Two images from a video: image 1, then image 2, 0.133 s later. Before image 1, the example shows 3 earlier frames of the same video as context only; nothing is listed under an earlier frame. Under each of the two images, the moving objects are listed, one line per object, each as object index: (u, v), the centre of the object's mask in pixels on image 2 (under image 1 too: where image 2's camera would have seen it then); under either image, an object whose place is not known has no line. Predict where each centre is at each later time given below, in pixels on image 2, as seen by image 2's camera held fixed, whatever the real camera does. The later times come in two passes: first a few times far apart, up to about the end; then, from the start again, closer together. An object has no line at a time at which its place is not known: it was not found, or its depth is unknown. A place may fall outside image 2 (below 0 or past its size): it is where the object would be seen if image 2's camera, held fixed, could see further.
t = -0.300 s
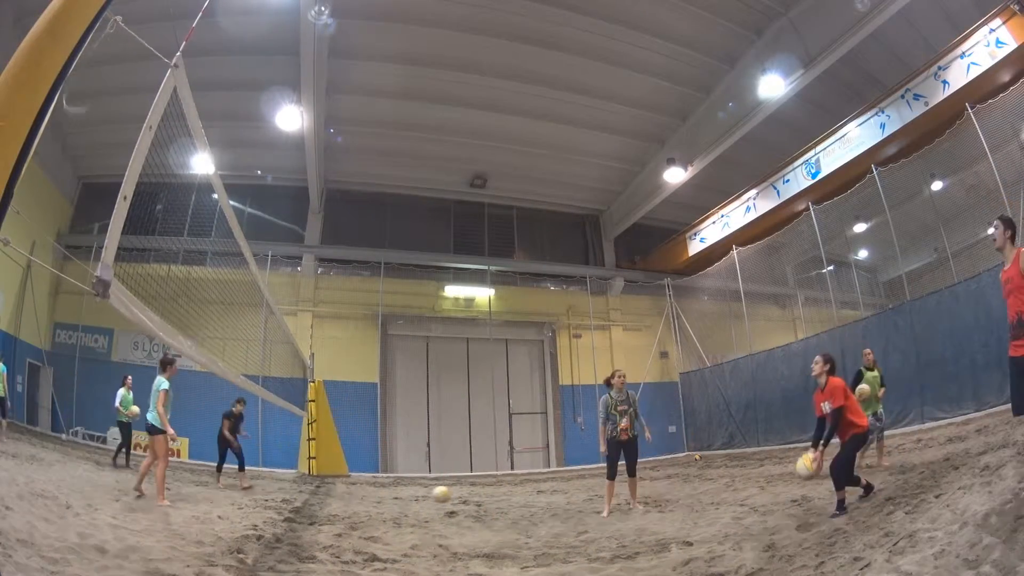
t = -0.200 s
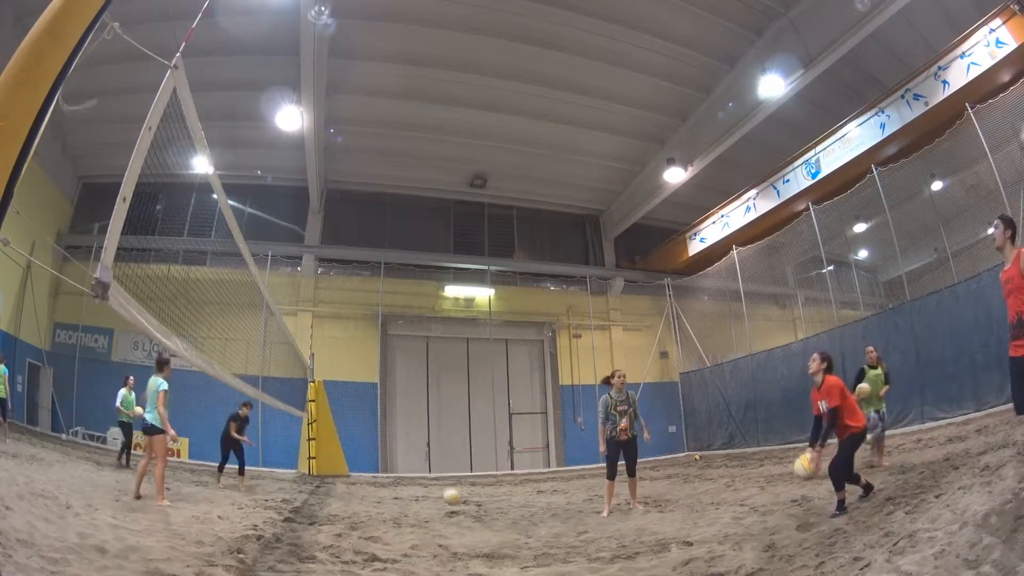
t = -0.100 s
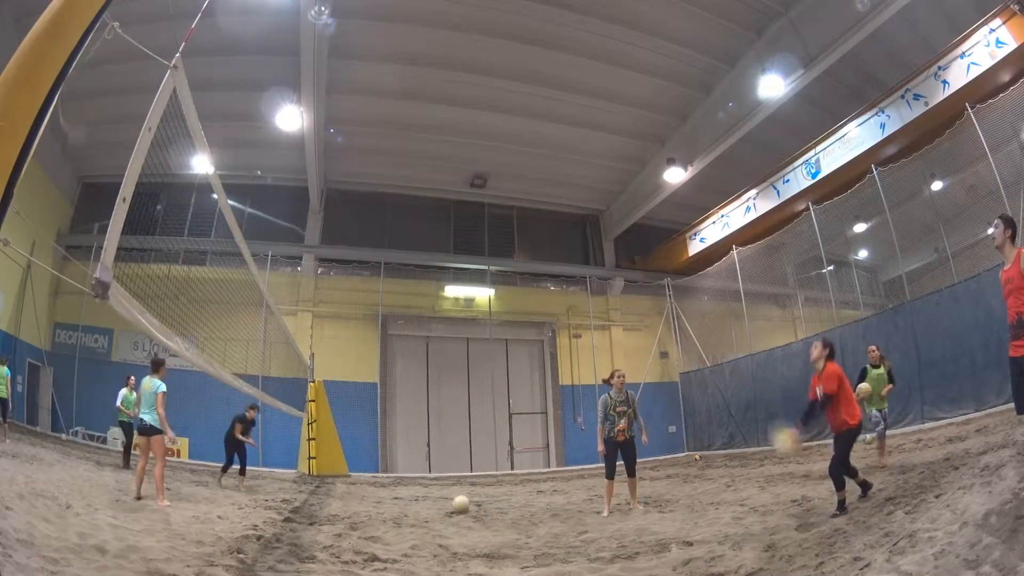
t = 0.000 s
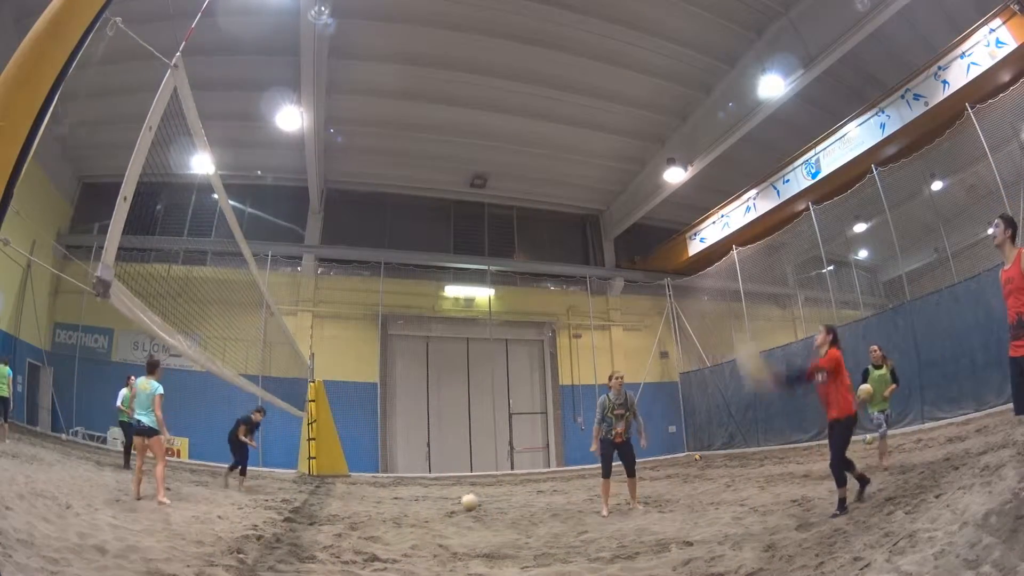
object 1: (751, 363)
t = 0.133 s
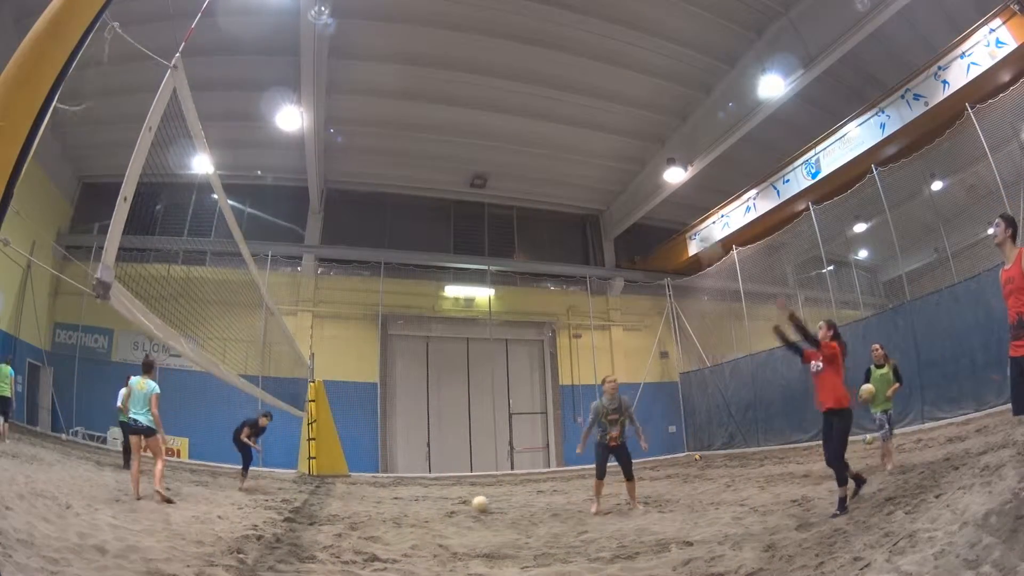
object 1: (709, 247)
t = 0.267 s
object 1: (670, 159)
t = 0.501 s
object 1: (619, 85)
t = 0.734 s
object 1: (585, 64)
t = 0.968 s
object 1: (560, 78)
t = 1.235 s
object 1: (533, 143)
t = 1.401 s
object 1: (520, 227)
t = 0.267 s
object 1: (670, 159)
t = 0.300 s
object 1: (660, 142)
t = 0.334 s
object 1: (653, 132)
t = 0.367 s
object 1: (646, 120)
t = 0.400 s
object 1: (638, 109)
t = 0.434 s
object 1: (633, 102)
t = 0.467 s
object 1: (627, 93)
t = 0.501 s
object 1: (619, 85)
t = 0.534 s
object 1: (613, 79)
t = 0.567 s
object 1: (607, 75)
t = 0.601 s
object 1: (602, 72)
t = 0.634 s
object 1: (599, 69)
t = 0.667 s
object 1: (593, 67)
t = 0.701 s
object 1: (589, 65)
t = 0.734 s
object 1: (585, 64)
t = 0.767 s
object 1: (581, 64)
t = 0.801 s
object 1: (578, 64)
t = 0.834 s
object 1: (575, 65)
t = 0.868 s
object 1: (569, 67)
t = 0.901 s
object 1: (567, 70)
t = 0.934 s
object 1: (563, 74)
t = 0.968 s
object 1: (560, 78)
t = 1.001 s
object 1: (556, 83)
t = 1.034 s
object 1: (553, 90)
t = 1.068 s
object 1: (549, 95)
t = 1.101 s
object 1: (544, 101)
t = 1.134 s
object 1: (541, 111)
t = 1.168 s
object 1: (538, 120)
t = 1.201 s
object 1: (535, 131)
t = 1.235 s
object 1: (533, 143)
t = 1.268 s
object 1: (531, 156)
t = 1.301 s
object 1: (528, 171)
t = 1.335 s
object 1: (525, 187)
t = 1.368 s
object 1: (523, 206)
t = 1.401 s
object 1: (520, 227)
